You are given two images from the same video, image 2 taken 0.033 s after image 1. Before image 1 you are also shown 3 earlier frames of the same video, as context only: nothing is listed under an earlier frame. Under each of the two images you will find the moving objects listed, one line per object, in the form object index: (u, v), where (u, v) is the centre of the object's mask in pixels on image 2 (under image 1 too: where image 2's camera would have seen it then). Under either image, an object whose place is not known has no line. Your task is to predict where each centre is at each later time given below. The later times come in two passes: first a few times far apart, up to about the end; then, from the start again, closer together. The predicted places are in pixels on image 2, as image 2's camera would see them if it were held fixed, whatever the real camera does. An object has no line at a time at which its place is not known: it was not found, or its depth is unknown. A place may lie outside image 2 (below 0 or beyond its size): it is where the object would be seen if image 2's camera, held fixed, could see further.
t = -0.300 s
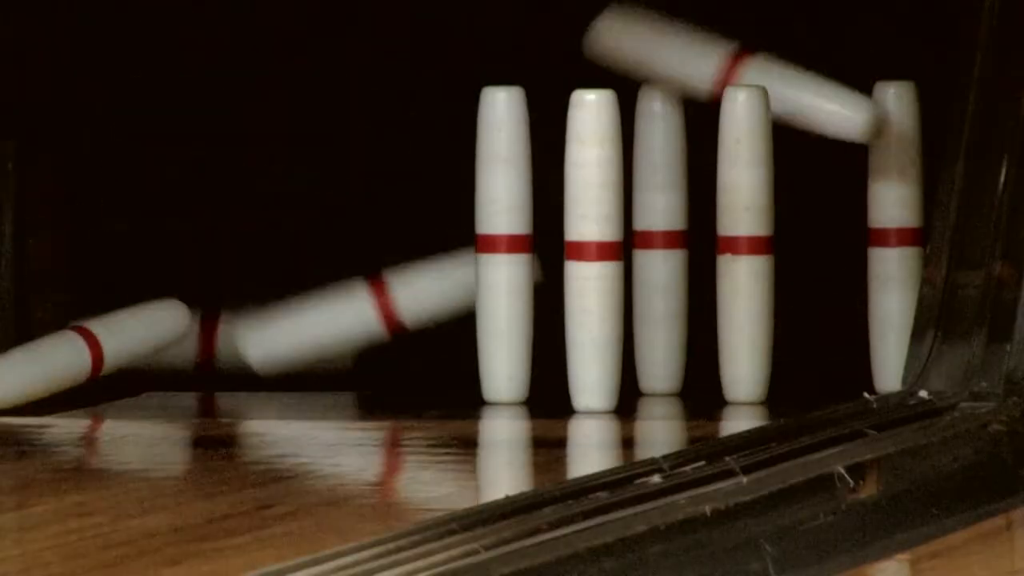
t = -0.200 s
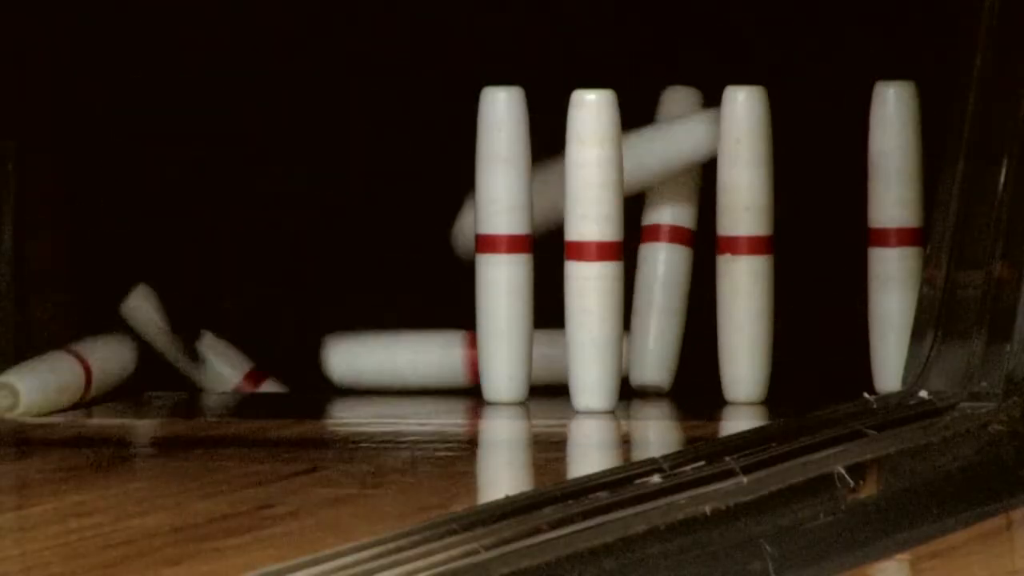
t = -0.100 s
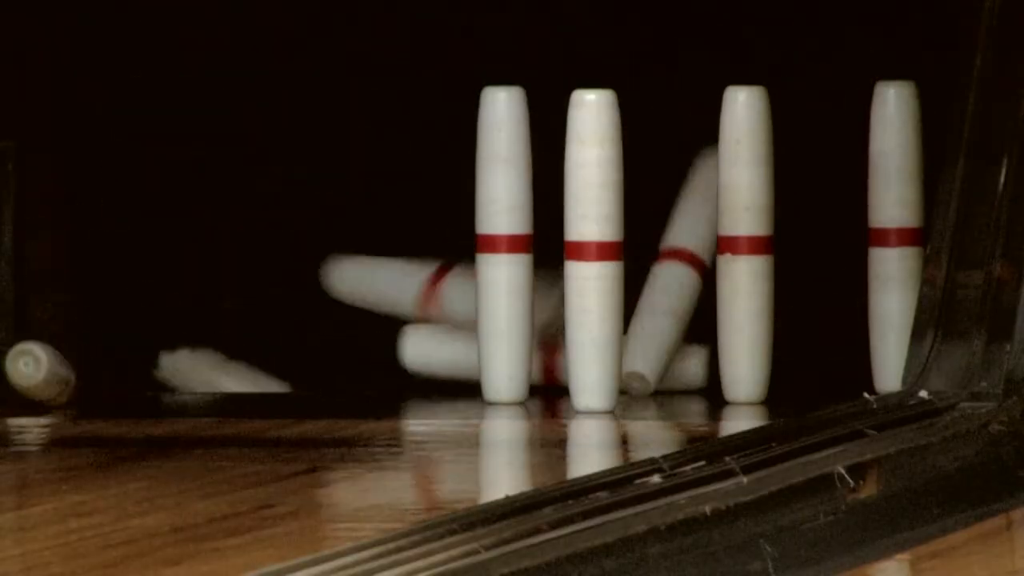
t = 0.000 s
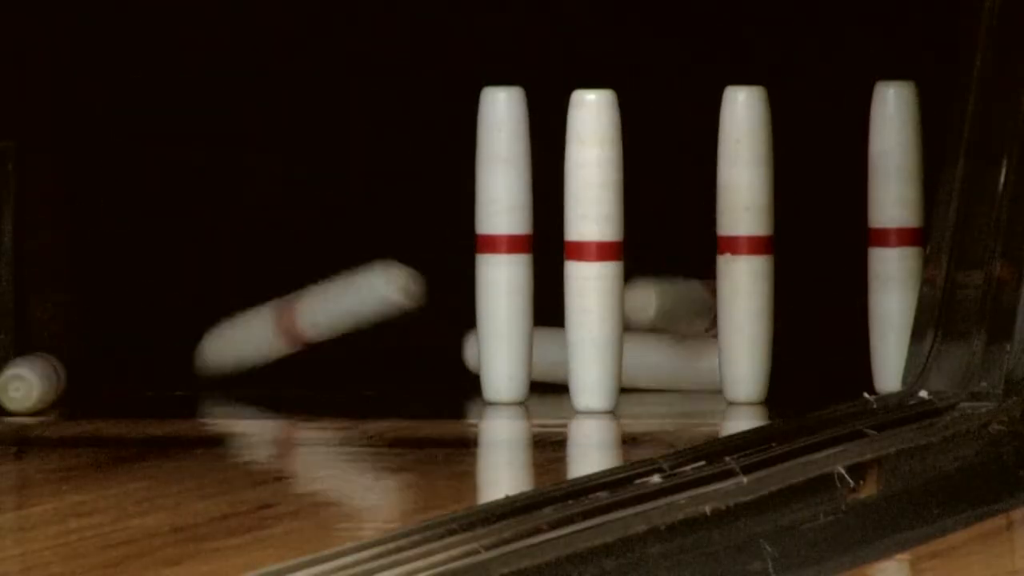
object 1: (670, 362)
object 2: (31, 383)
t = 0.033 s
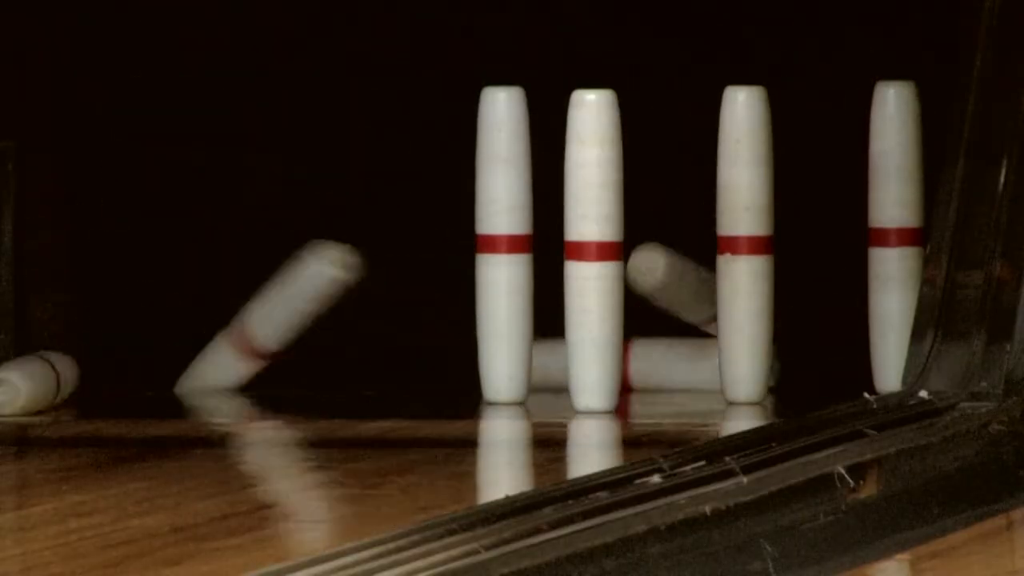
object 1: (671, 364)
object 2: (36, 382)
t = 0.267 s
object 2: (31, 385)
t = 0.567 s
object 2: (75, 384)
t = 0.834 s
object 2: (70, 384)
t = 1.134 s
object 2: (32, 385)
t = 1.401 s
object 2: (24, 382)
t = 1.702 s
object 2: (45, 386)
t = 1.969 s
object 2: (69, 385)
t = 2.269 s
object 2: (58, 386)
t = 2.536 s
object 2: (35, 385)
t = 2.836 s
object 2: (21, 381)
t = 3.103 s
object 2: (30, 384)
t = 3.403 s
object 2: (54, 386)
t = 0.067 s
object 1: (671, 372)
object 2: (42, 382)
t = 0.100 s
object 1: (679, 385)
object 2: (48, 382)
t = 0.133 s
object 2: (47, 381)
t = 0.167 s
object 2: (28, 377)
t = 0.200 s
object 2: (24, 379)
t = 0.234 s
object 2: (27, 382)
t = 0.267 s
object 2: (31, 385)
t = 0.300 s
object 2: (39, 384)
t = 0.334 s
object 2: (45, 384)
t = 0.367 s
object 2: (50, 385)
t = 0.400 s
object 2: (55, 385)
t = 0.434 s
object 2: (57, 387)
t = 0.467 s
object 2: (60, 387)
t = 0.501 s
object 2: (69, 385)
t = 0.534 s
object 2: (72, 384)
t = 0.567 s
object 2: (75, 384)
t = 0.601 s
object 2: (77, 383)
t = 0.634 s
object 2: (79, 383)
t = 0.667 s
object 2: (79, 383)
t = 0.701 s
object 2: (79, 383)
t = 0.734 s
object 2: (78, 383)
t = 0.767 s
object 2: (76, 383)
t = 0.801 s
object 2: (73, 384)
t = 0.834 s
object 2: (70, 384)
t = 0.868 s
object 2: (66, 386)
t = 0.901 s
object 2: (61, 385)
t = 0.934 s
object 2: (56, 386)
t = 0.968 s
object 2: (51, 386)
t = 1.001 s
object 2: (46, 386)
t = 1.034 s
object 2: (42, 386)
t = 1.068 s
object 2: (38, 386)
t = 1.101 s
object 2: (35, 385)
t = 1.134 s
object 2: (32, 385)
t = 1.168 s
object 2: (29, 384)
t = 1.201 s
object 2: (27, 383)
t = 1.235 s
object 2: (24, 382)
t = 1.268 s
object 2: (22, 382)
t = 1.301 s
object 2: (20, 381)
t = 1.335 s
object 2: (20, 381)
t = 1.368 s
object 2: (22, 381)
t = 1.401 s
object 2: (24, 382)
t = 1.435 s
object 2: (26, 382)
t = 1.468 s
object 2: (28, 383)
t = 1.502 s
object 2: (30, 383)
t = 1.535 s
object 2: (32, 384)
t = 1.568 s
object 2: (35, 384)
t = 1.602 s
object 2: (37, 385)
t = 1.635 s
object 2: (40, 385)
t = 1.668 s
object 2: (42, 386)
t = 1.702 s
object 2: (45, 386)
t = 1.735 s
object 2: (48, 386)
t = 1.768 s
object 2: (51, 386)
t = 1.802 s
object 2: (55, 386)
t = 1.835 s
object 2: (59, 386)
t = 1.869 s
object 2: (62, 385)
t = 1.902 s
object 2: (65, 385)
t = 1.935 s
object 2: (67, 385)
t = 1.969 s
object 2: (69, 385)
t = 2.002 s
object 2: (70, 384)
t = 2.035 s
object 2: (71, 384)
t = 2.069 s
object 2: (71, 384)
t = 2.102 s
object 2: (70, 384)
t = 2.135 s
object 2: (69, 384)
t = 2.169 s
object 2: (67, 385)
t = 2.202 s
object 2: (65, 385)
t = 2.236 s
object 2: (62, 385)
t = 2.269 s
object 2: (58, 386)
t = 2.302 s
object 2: (55, 386)
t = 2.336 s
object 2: (51, 386)
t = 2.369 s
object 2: (48, 386)
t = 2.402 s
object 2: (45, 386)
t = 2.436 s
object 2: (42, 386)
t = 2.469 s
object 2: (40, 385)
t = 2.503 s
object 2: (37, 385)
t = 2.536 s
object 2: (35, 385)
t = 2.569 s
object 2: (32, 384)
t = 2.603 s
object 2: (30, 384)
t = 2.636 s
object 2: (28, 383)
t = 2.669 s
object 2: (27, 383)
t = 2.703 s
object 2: (25, 383)
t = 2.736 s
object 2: (23, 382)
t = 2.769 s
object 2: (23, 382)
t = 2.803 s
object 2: (22, 382)
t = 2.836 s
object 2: (21, 381)
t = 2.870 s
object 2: (21, 381)
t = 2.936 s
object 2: (22, 382)
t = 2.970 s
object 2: (23, 382)
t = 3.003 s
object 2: (25, 383)
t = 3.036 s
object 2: (26, 383)
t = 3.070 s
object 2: (28, 384)
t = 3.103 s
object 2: (30, 384)
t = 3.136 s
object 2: (32, 385)
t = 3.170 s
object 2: (34, 385)
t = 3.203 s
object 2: (36, 385)
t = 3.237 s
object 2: (39, 386)
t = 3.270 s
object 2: (41, 386)
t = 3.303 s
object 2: (44, 386)
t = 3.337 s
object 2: (47, 386)
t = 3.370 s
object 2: (50, 386)
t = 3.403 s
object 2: (54, 386)
